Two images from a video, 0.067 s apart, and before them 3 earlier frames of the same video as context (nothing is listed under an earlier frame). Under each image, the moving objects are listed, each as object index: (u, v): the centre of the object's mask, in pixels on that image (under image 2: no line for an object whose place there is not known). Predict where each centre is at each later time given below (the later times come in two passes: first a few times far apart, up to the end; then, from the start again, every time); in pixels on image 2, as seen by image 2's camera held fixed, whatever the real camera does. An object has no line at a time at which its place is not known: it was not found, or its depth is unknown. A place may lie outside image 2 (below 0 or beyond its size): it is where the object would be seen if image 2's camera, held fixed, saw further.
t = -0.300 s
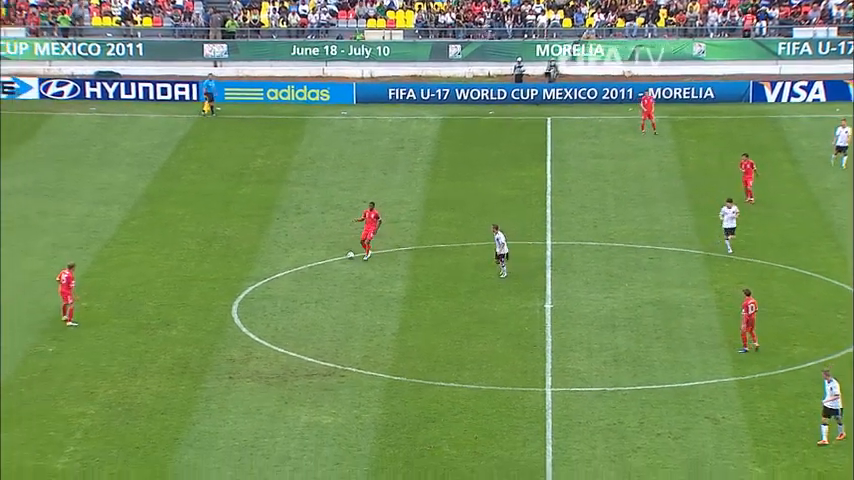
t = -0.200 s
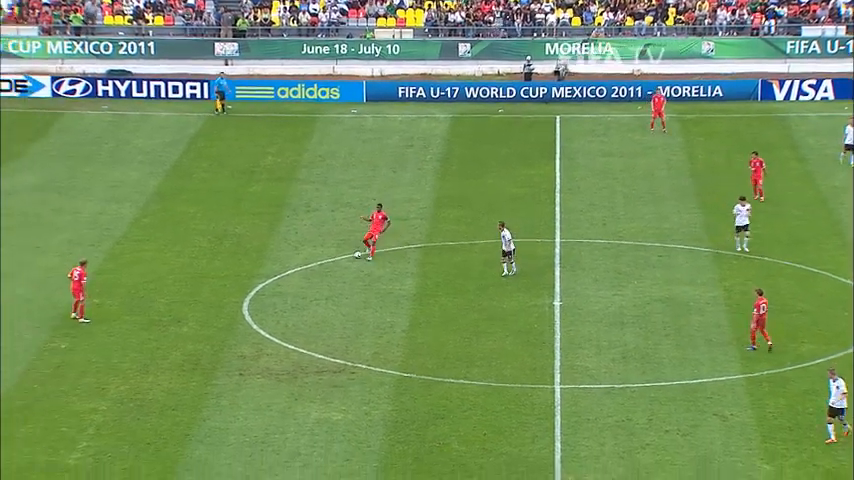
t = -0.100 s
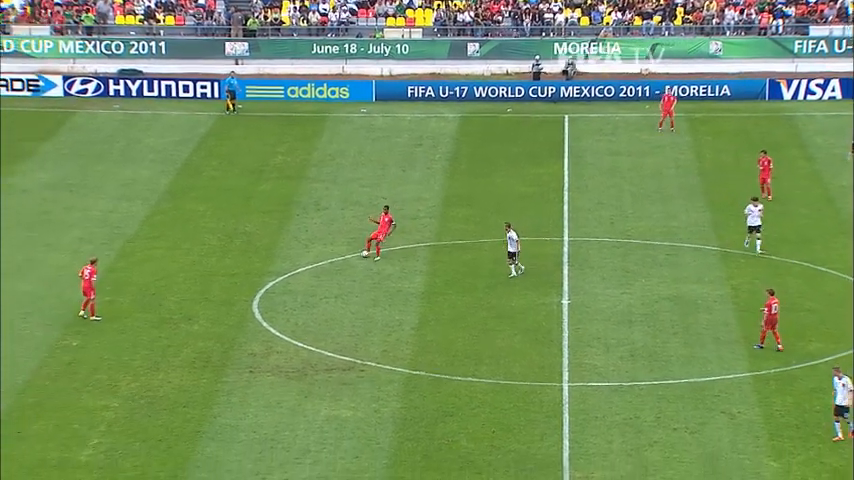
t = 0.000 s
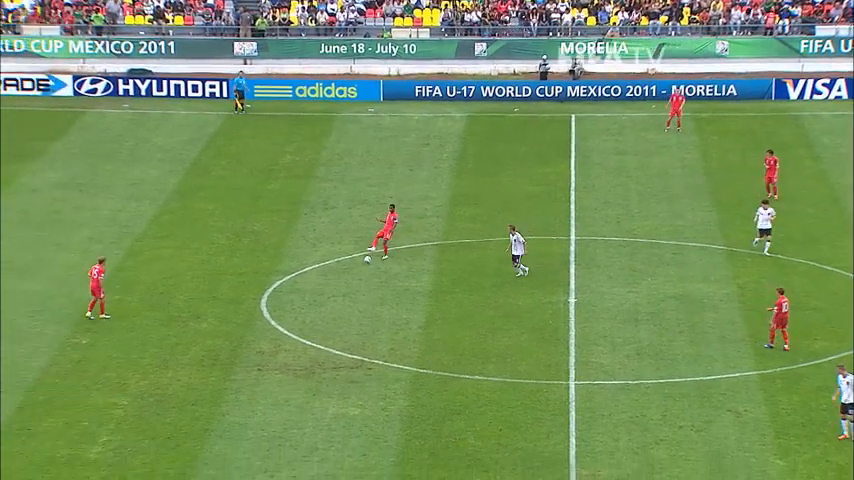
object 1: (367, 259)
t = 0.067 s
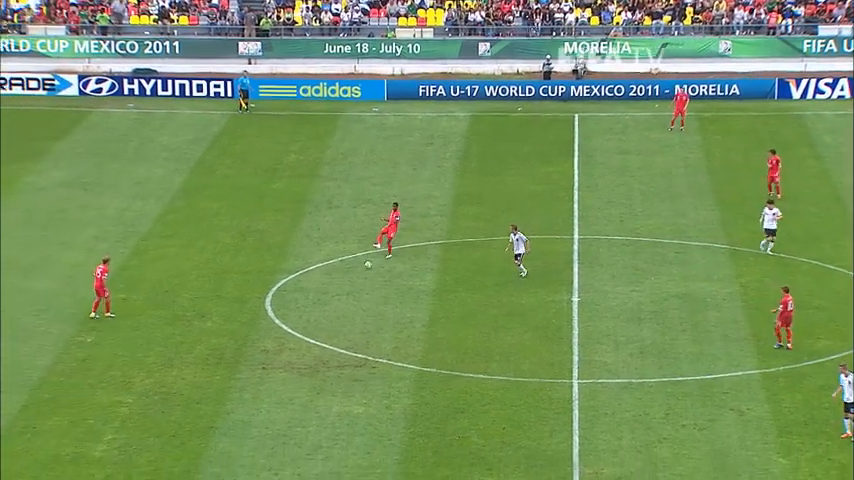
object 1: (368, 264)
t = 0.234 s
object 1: (360, 276)
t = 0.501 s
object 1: (350, 292)
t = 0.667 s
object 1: (346, 301)
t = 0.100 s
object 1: (366, 266)
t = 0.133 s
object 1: (364, 268)
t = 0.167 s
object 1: (363, 270)
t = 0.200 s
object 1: (361, 273)
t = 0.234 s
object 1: (360, 276)
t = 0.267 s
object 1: (359, 278)
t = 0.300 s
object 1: (357, 280)
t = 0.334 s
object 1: (356, 283)
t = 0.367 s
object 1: (355, 285)
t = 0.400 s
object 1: (353, 286)
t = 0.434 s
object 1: (352, 289)
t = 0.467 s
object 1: (351, 291)
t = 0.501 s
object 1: (350, 292)
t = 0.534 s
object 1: (350, 294)
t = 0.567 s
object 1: (348, 296)
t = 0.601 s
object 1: (347, 298)
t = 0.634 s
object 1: (347, 299)
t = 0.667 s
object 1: (346, 301)
